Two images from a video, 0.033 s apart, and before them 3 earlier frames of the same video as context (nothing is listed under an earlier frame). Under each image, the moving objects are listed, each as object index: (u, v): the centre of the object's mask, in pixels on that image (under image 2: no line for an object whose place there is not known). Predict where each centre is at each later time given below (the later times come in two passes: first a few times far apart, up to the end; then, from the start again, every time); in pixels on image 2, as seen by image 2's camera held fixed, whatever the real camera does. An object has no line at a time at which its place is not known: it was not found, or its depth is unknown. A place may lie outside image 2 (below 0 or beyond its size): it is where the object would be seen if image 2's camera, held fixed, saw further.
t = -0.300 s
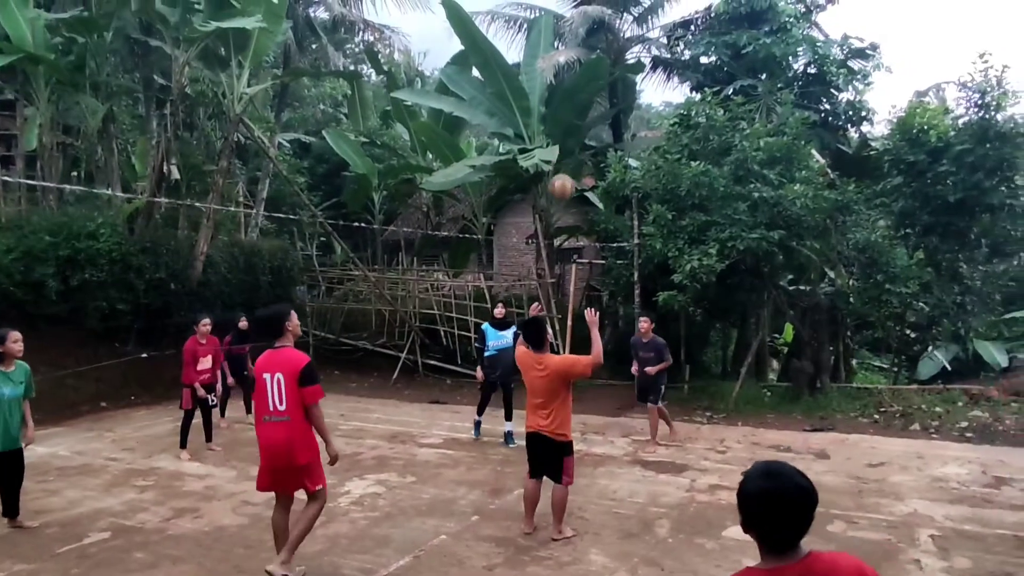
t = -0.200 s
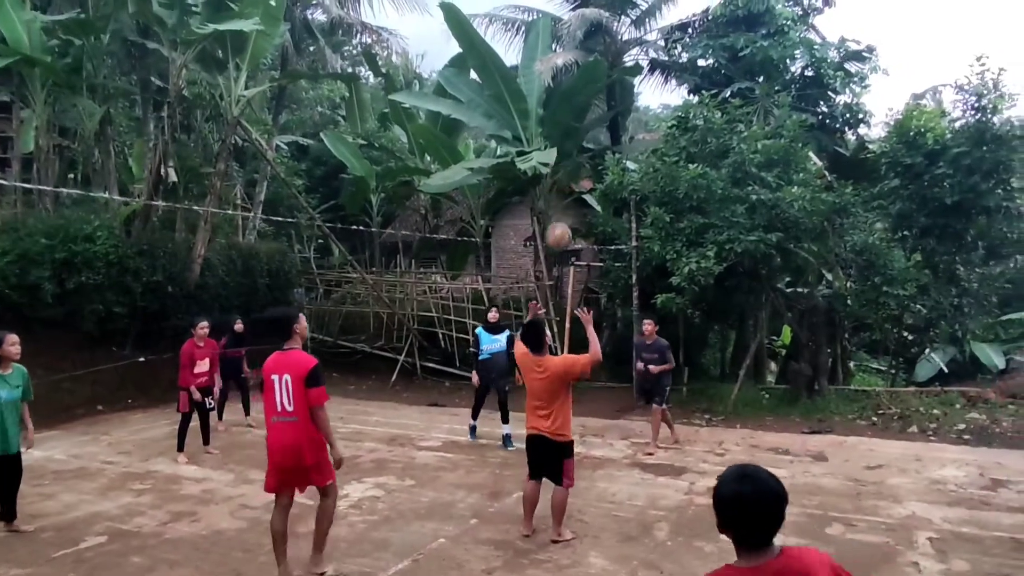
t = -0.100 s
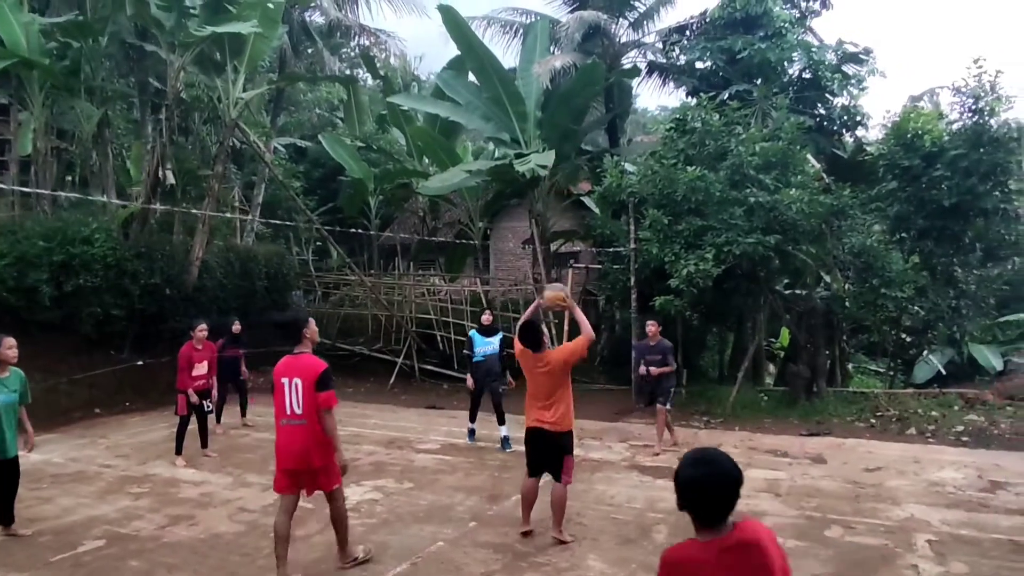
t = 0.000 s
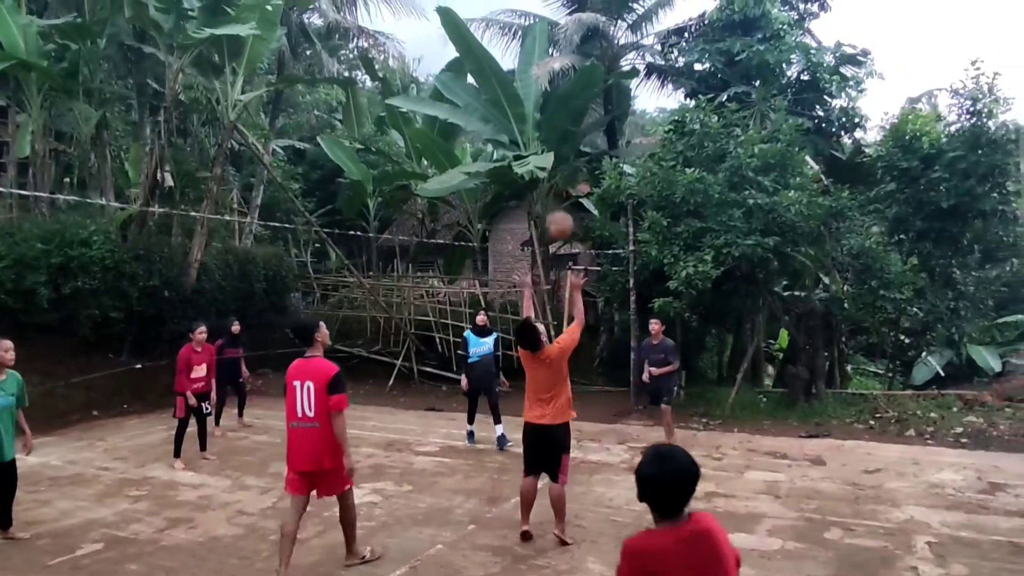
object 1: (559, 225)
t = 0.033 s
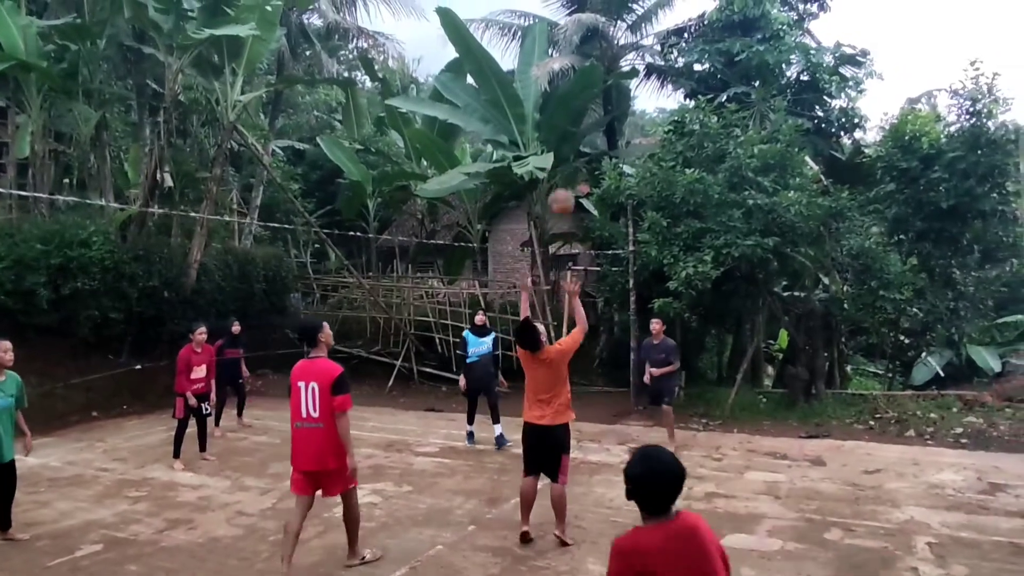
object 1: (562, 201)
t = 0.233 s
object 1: (572, 99)
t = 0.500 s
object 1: (586, 49)
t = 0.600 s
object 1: (590, 50)
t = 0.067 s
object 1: (563, 182)
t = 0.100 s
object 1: (566, 160)
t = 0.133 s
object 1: (567, 143)
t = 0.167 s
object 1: (568, 126)
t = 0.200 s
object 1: (570, 112)
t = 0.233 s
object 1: (572, 99)
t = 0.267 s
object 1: (573, 88)
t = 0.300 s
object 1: (575, 78)
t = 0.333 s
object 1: (576, 69)
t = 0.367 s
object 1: (576, 61)
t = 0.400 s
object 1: (580, 56)
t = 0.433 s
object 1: (582, 53)
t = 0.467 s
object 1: (584, 51)
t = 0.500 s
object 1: (586, 49)
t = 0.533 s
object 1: (587, 48)
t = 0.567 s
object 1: (589, 48)
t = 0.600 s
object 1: (590, 50)
